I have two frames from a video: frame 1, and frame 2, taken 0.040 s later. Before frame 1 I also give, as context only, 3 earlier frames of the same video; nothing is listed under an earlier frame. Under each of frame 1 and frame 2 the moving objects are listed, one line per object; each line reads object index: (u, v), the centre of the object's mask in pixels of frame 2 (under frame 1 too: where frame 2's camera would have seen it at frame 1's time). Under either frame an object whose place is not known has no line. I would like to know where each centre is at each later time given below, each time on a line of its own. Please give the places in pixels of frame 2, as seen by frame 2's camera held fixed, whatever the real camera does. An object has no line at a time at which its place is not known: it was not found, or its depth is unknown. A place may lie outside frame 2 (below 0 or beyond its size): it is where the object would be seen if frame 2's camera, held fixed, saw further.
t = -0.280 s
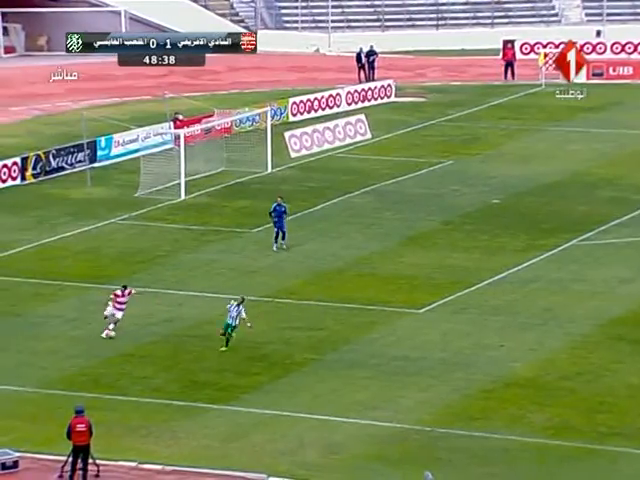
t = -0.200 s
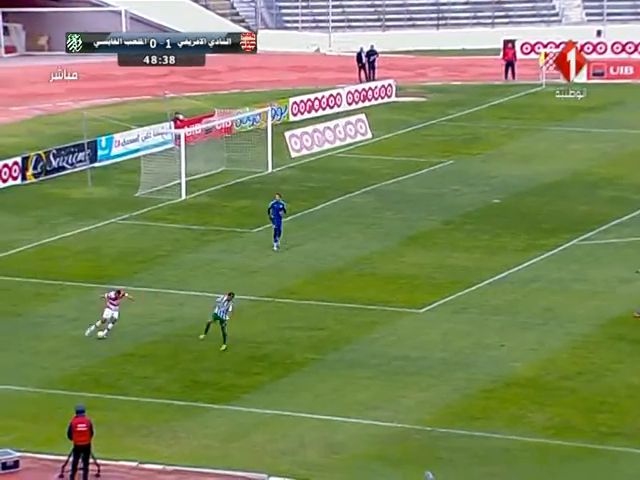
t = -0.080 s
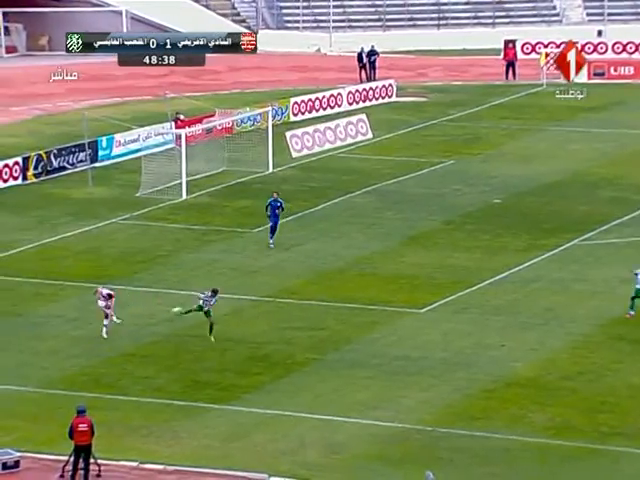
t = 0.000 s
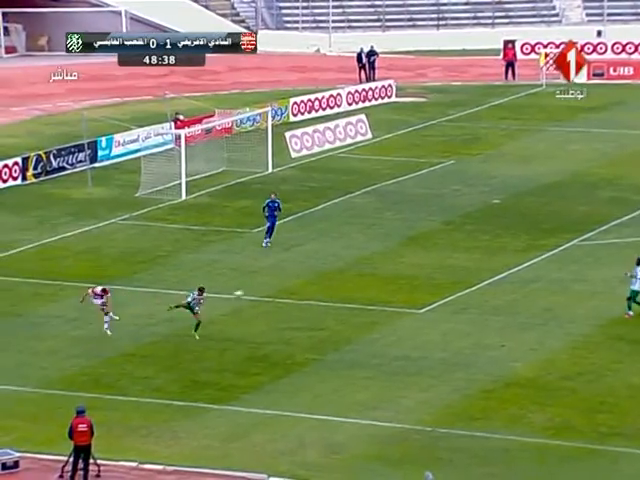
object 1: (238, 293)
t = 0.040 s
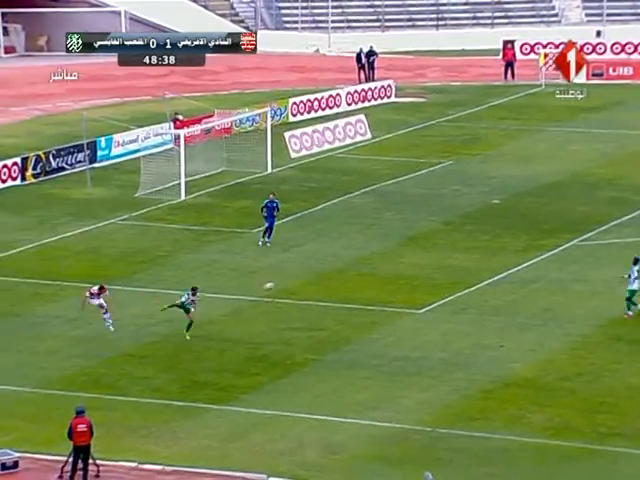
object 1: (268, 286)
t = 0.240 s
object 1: (423, 253)
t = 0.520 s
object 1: (634, 232)
